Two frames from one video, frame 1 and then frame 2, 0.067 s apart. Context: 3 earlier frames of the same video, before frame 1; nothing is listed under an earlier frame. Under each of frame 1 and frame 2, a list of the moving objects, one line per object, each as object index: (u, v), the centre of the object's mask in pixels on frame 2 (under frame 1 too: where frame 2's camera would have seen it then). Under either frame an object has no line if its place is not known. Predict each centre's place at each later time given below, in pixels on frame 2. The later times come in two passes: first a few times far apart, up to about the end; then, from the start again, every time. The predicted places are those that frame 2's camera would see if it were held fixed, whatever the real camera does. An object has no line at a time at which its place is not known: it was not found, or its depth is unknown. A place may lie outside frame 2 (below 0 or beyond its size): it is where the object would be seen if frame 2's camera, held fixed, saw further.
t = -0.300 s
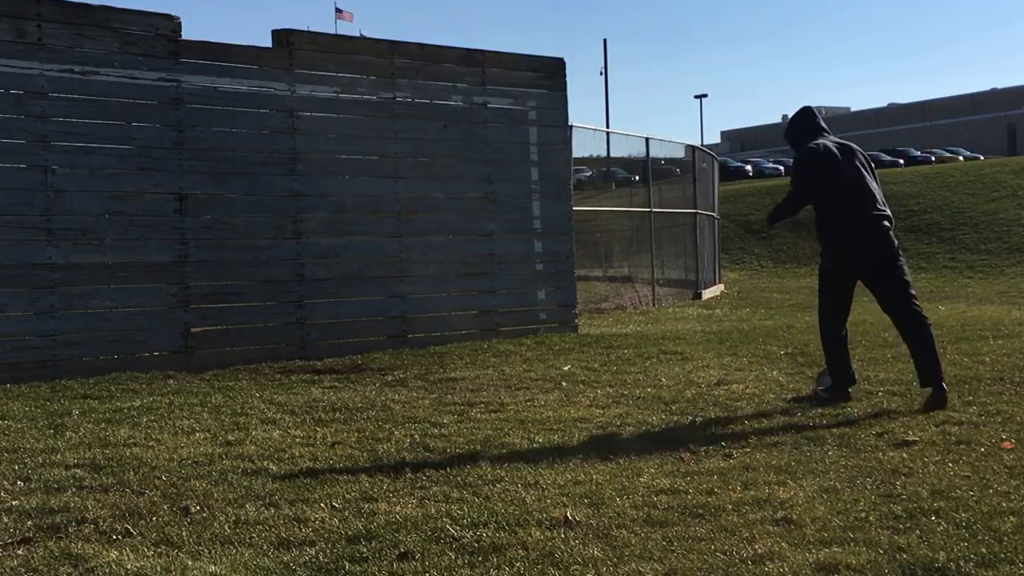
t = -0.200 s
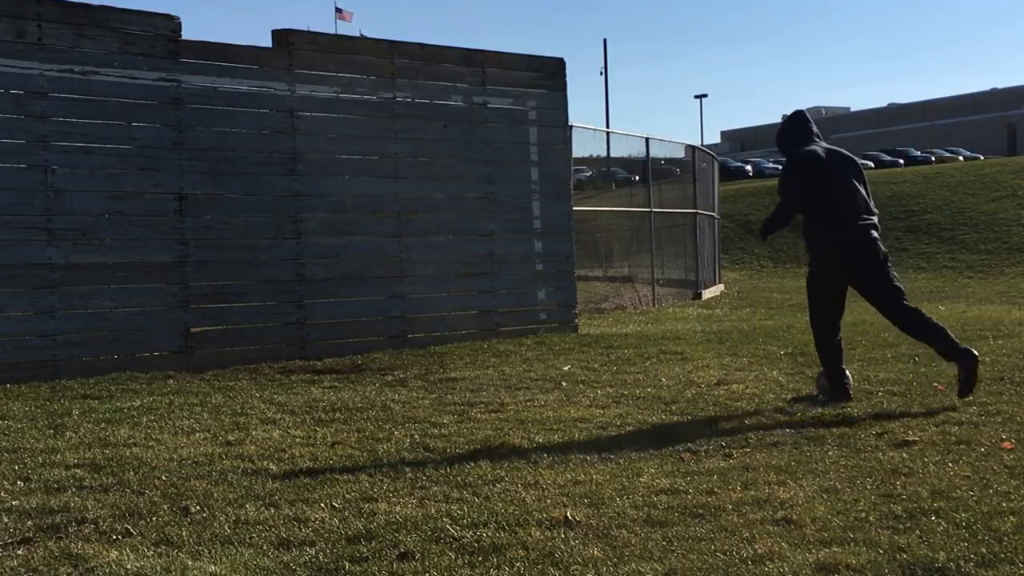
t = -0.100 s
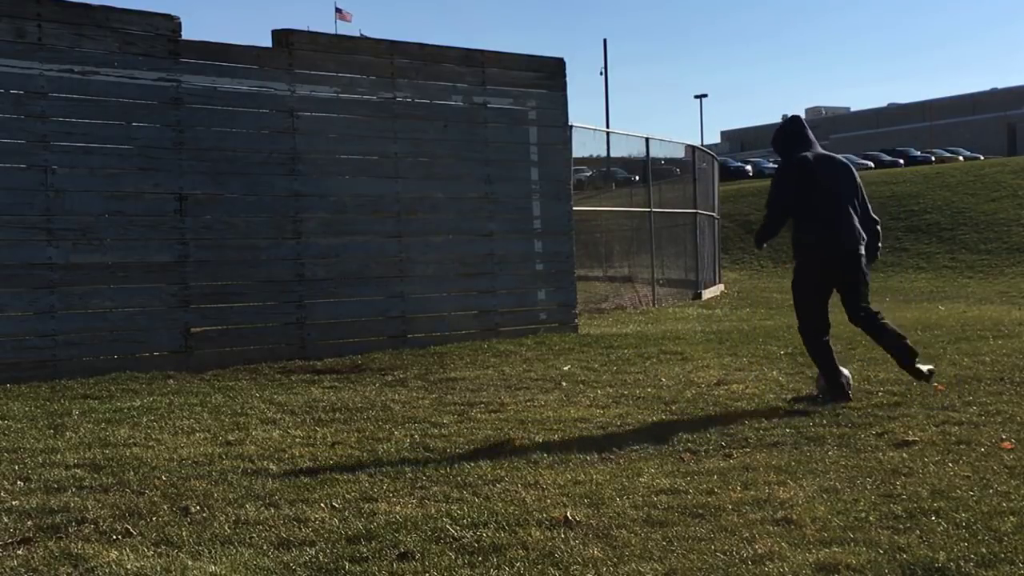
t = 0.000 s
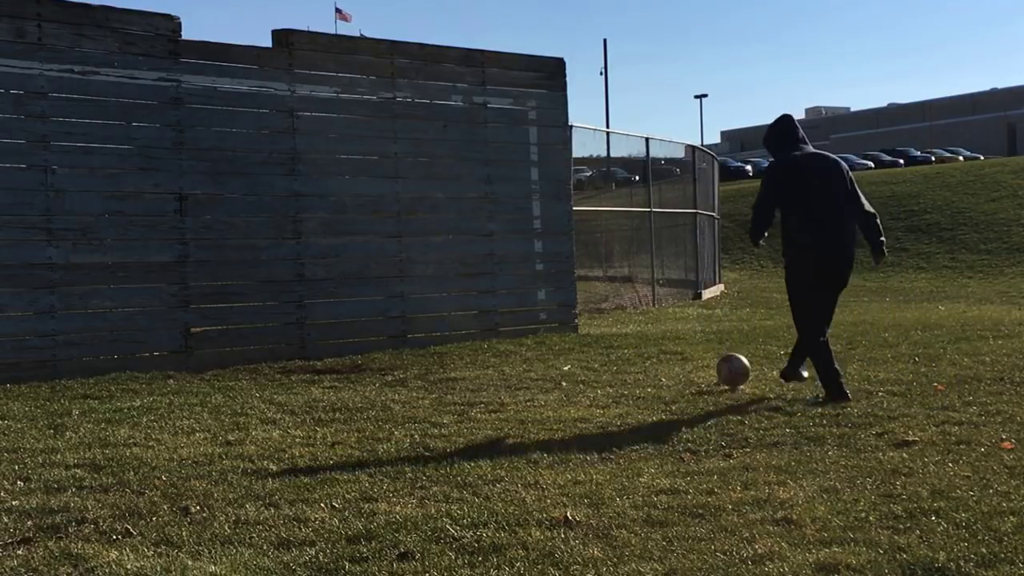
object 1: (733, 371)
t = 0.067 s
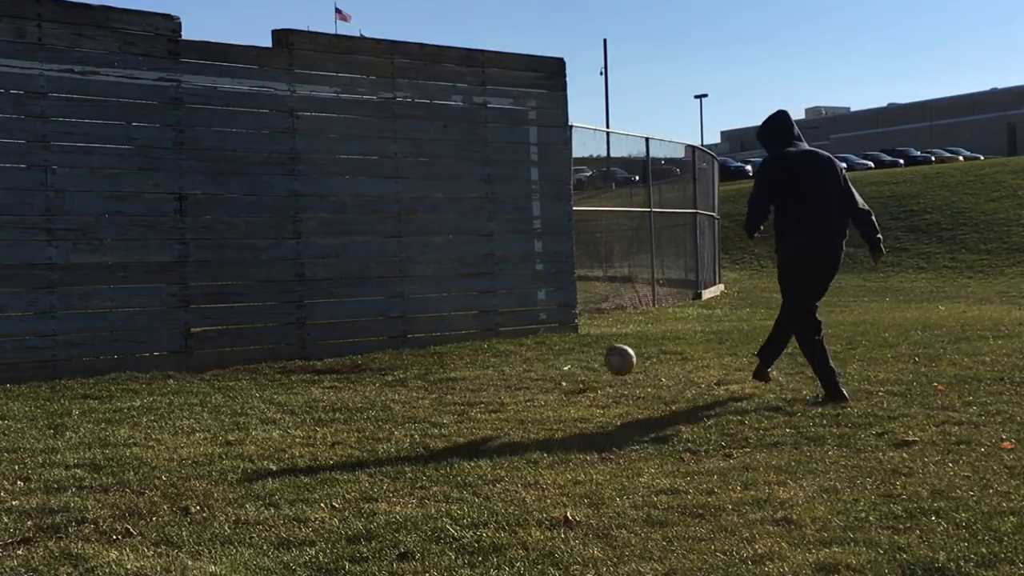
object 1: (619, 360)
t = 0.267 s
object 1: (362, 356)
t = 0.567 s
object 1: (344, 272)
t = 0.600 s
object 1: (360, 268)
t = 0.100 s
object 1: (569, 358)
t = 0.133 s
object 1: (520, 357)
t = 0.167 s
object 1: (475, 358)
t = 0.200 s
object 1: (434, 360)
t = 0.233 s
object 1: (393, 364)
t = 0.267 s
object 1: (362, 356)
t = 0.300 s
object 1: (333, 343)
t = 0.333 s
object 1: (309, 330)
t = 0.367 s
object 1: (280, 320)
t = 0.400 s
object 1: (272, 311)
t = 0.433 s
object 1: (286, 301)
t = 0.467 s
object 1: (301, 294)
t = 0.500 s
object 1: (316, 284)
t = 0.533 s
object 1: (329, 278)
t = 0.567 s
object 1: (344, 272)
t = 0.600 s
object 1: (360, 268)
